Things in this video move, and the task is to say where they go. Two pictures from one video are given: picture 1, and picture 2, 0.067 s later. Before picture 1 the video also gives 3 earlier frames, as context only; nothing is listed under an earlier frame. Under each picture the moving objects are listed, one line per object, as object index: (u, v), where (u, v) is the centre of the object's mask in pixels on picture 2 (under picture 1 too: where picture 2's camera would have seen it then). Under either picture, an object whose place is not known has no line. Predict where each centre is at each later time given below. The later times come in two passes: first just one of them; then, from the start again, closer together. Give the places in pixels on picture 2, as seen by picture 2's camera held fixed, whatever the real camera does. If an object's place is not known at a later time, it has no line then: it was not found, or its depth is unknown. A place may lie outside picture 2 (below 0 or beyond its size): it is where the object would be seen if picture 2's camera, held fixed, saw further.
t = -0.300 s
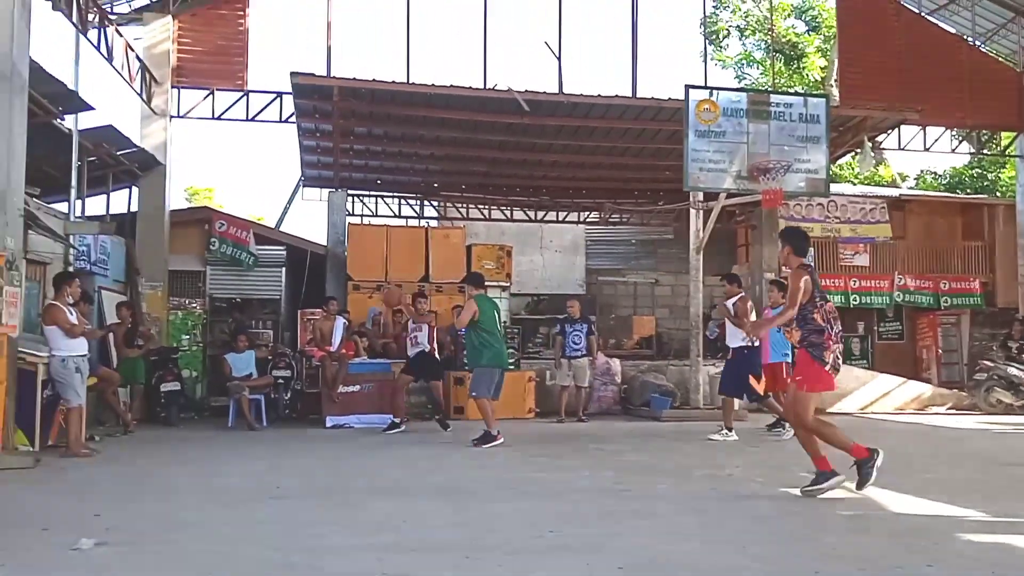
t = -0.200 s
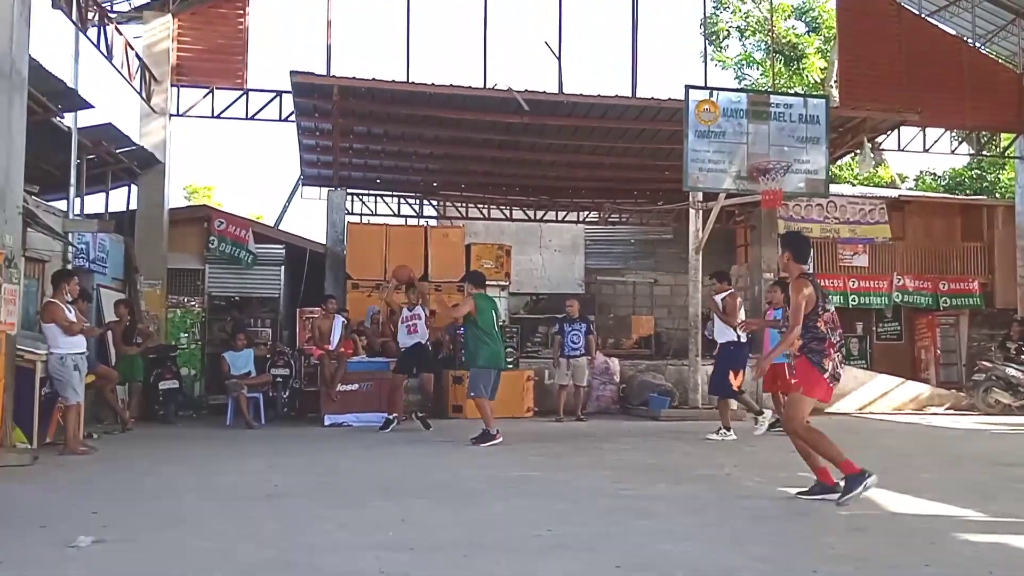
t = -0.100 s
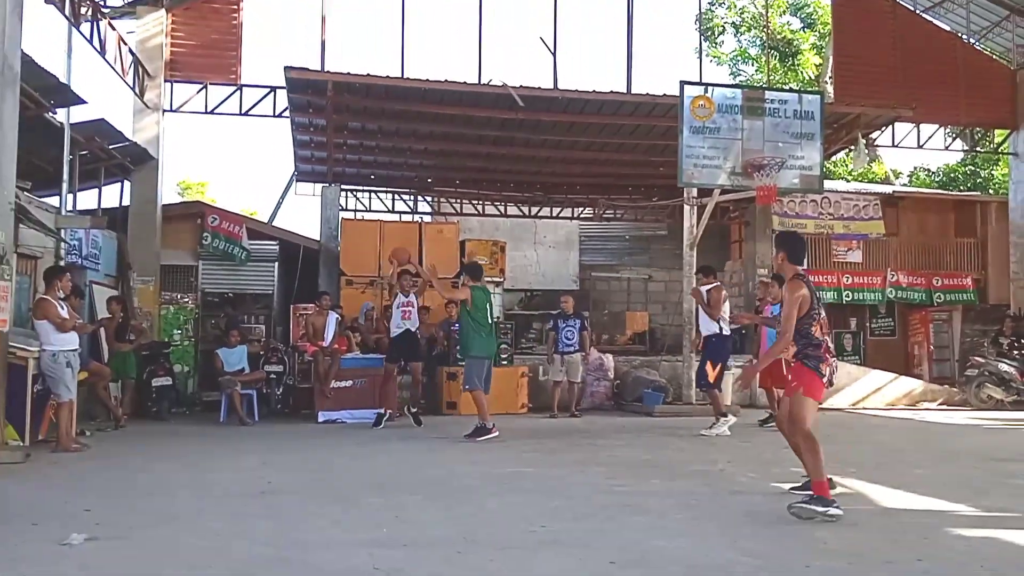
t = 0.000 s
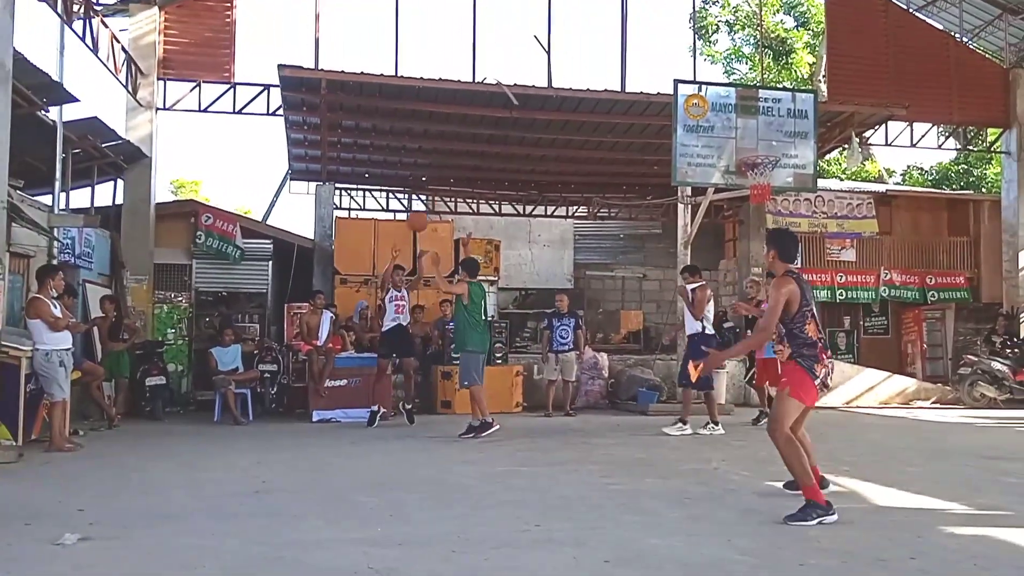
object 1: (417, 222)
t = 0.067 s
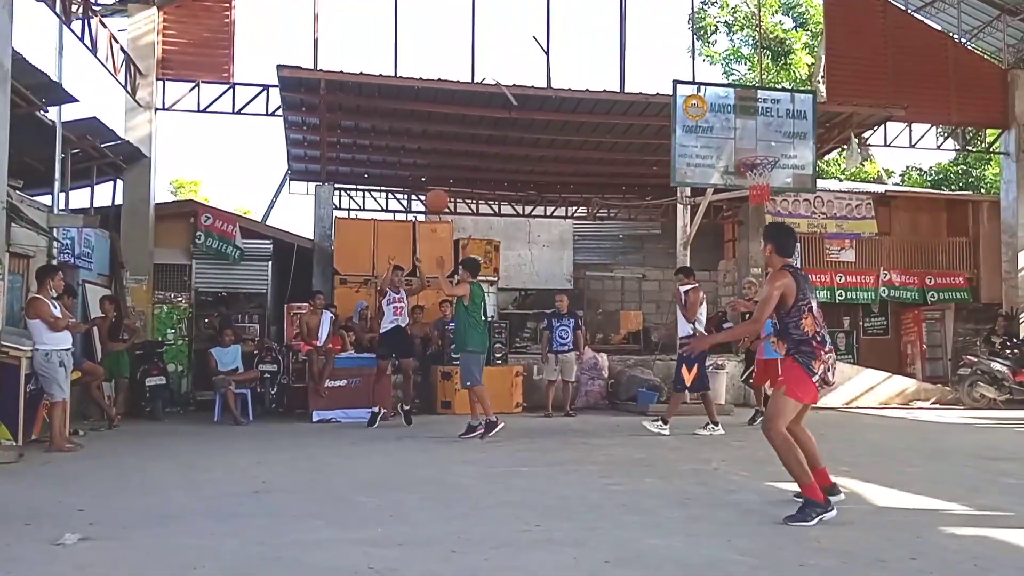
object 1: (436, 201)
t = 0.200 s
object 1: (483, 168)
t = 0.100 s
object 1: (447, 191)
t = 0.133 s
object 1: (459, 183)
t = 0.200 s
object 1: (483, 168)
